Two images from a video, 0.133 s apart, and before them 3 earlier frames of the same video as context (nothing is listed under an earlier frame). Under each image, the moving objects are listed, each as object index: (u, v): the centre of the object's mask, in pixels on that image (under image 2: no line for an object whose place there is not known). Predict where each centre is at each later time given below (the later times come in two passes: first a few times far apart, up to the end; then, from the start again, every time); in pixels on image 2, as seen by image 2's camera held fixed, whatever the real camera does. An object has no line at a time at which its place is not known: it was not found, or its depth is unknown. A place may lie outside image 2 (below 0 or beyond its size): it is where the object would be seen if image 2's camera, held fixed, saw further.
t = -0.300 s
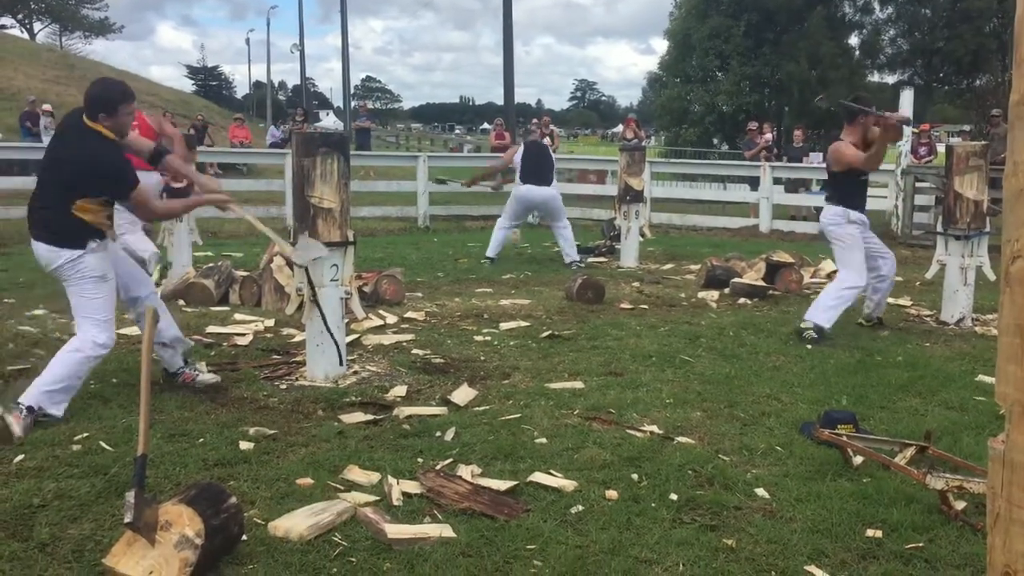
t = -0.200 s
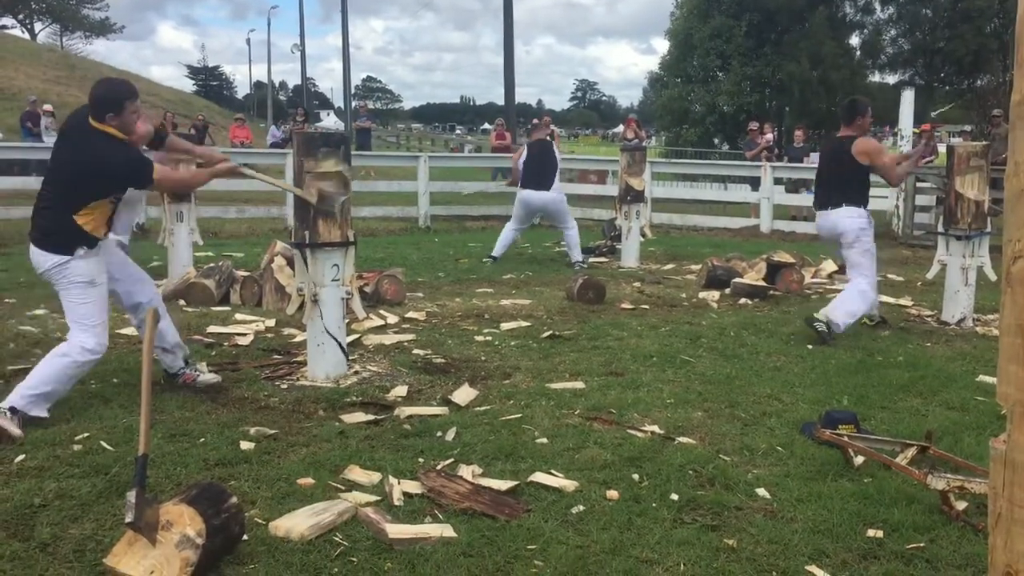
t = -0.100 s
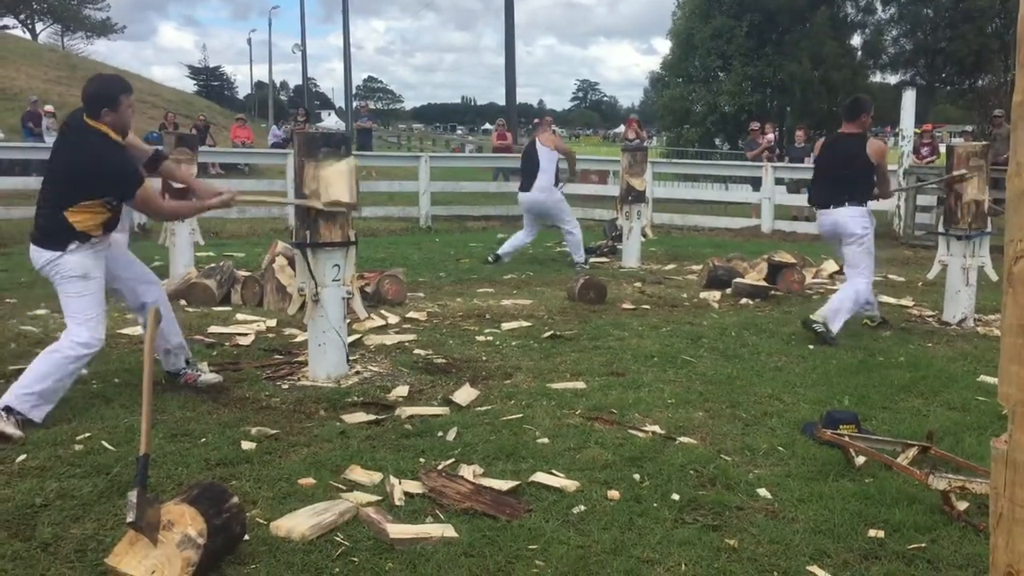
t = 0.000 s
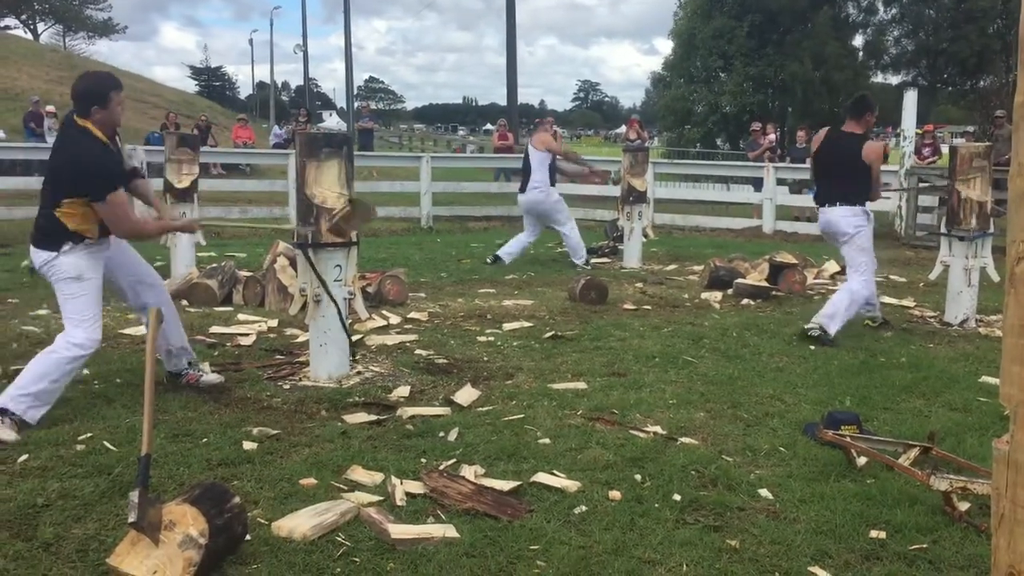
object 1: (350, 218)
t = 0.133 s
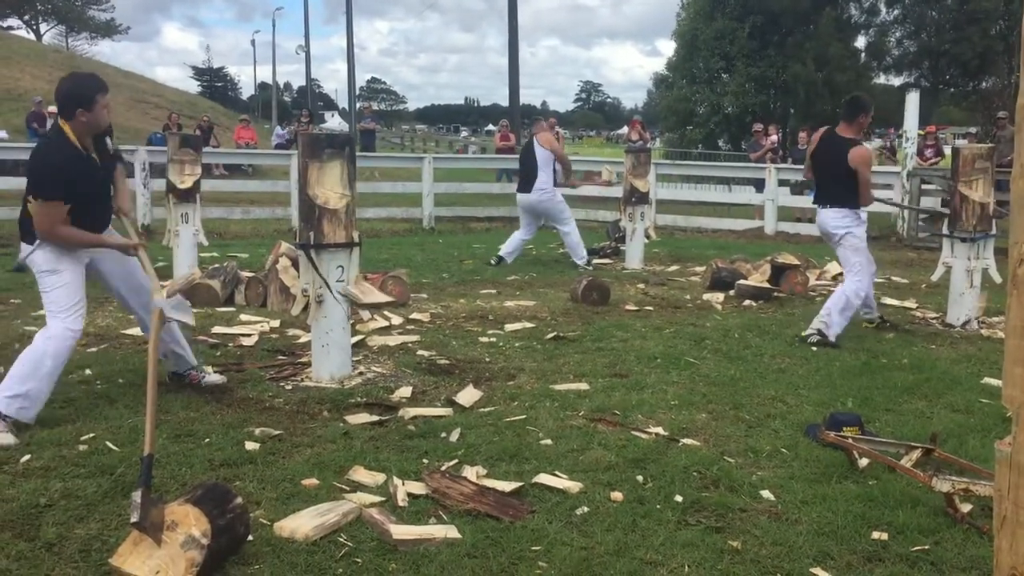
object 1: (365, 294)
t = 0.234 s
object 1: (379, 384)
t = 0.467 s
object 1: (457, 427)
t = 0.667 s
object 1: (512, 426)
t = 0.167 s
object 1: (371, 323)
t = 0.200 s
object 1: (377, 353)
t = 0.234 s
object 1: (379, 384)
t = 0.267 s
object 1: (387, 410)
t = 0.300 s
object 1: (398, 408)
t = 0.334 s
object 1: (410, 410)
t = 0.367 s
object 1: (421, 415)
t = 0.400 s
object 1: (433, 421)
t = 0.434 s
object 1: (445, 425)
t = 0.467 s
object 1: (457, 427)
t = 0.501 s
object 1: (468, 430)
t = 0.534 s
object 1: (477, 428)
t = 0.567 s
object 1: (487, 429)
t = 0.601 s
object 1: (497, 430)
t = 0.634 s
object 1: (504, 428)
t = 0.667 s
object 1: (512, 426)
